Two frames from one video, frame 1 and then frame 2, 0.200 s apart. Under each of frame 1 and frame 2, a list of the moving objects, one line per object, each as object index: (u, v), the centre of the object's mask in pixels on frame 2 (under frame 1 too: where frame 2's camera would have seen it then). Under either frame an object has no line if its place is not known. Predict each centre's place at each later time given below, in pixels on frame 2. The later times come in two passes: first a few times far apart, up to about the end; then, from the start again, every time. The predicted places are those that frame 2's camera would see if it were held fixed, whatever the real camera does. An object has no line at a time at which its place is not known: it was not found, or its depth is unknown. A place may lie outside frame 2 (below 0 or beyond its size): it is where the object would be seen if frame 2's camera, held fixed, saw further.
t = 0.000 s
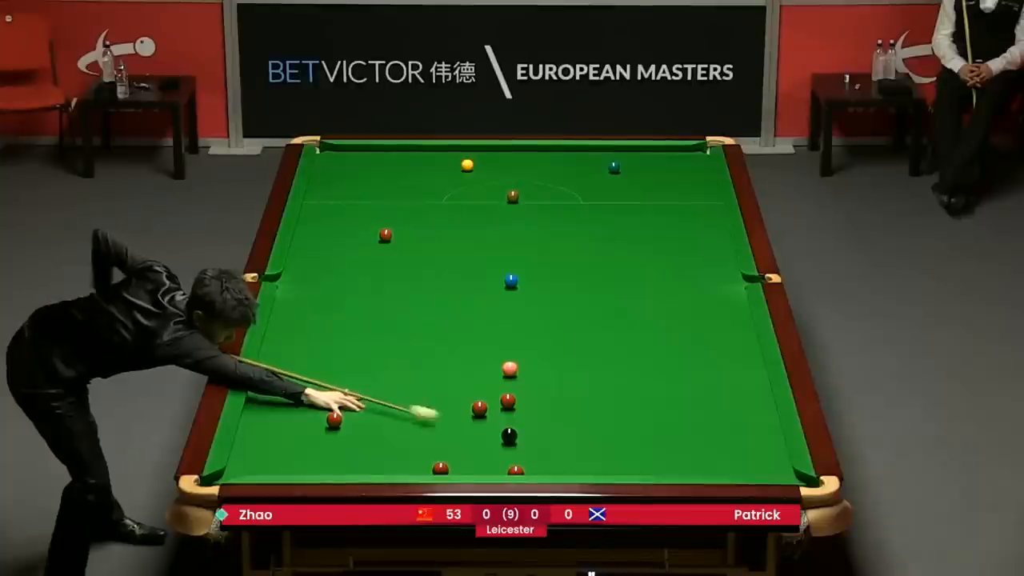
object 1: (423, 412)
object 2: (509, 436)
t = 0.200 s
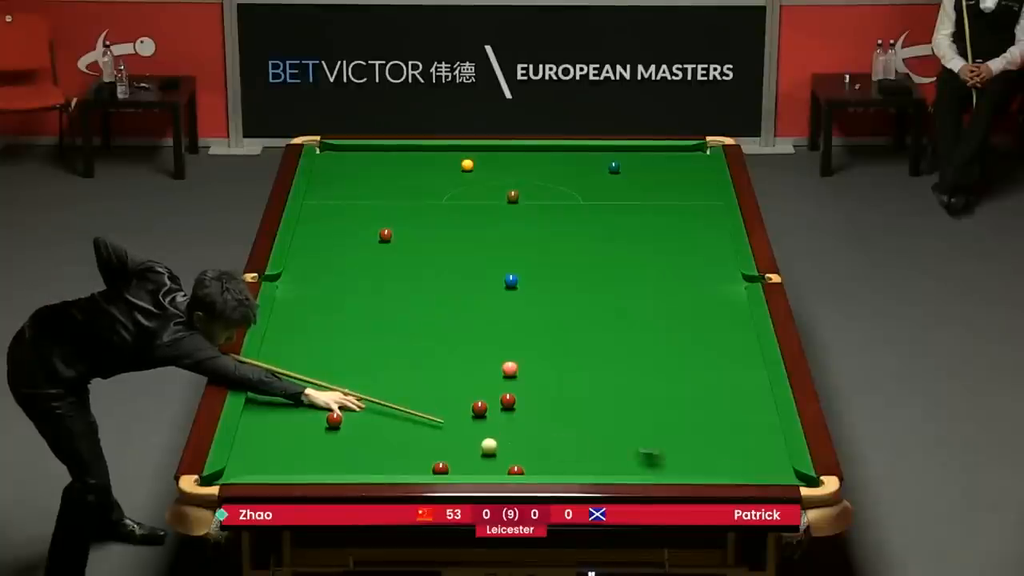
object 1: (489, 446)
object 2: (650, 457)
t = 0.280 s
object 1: (486, 453)
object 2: (733, 468)
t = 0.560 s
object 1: (476, 470)
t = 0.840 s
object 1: (461, 459)
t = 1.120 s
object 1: (446, 448)
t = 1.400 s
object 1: (433, 437)
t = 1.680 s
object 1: (421, 427)
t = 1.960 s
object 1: (410, 418)
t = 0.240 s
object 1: (487, 449)
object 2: (691, 464)
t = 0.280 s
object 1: (486, 453)
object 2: (733, 468)
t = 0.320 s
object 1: (485, 456)
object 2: (773, 472)
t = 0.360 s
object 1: (483, 459)
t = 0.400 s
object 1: (482, 462)
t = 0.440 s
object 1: (481, 466)
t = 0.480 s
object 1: (479, 467)
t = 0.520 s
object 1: (478, 469)
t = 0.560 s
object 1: (476, 470)
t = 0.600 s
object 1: (474, 468)
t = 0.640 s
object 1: (471, 467)
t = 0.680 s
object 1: (469, 466)
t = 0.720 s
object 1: (467, 464)
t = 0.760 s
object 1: (465, 463)
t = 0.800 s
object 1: (462, 461)
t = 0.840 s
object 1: (461, 459)
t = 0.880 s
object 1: (458, 457)
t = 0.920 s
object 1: (456, 456)
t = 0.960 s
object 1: (454, 454)
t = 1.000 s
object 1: (452, 452)
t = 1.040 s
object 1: (450, 451)
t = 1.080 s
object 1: (448, 449)
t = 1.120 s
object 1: (446, 448)
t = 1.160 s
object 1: (444, 446)
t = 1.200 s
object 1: (442, 444)
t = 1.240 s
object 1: (440, 443)
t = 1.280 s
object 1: (438, 441)
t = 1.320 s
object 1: (437, 440)
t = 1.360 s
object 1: (435, 438)
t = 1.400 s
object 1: (433, 437)
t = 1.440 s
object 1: (431, 435)
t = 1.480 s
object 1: (429, 434)
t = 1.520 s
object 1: (428, 432)
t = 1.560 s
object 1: (426, 431)
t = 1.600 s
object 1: (424, 430)
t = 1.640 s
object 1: (422, 428)
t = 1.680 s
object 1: (421, 427)
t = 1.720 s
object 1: (419, 426)
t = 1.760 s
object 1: (417, 424)
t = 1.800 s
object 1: (416, 423)
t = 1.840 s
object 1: (414, 422)
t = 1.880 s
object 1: (413, 420)
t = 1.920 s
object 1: (411, 419)
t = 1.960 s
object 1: (410, 418)
